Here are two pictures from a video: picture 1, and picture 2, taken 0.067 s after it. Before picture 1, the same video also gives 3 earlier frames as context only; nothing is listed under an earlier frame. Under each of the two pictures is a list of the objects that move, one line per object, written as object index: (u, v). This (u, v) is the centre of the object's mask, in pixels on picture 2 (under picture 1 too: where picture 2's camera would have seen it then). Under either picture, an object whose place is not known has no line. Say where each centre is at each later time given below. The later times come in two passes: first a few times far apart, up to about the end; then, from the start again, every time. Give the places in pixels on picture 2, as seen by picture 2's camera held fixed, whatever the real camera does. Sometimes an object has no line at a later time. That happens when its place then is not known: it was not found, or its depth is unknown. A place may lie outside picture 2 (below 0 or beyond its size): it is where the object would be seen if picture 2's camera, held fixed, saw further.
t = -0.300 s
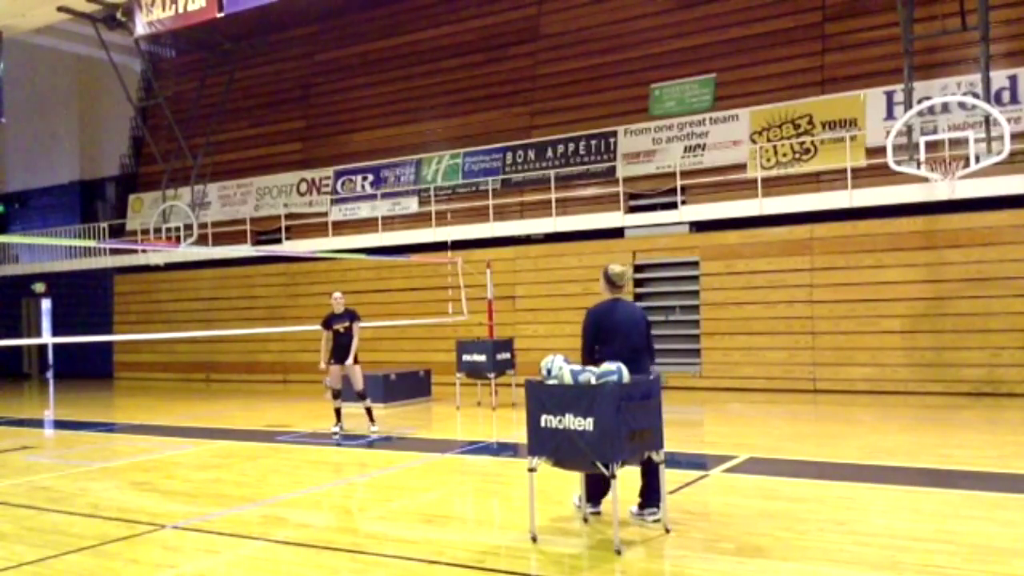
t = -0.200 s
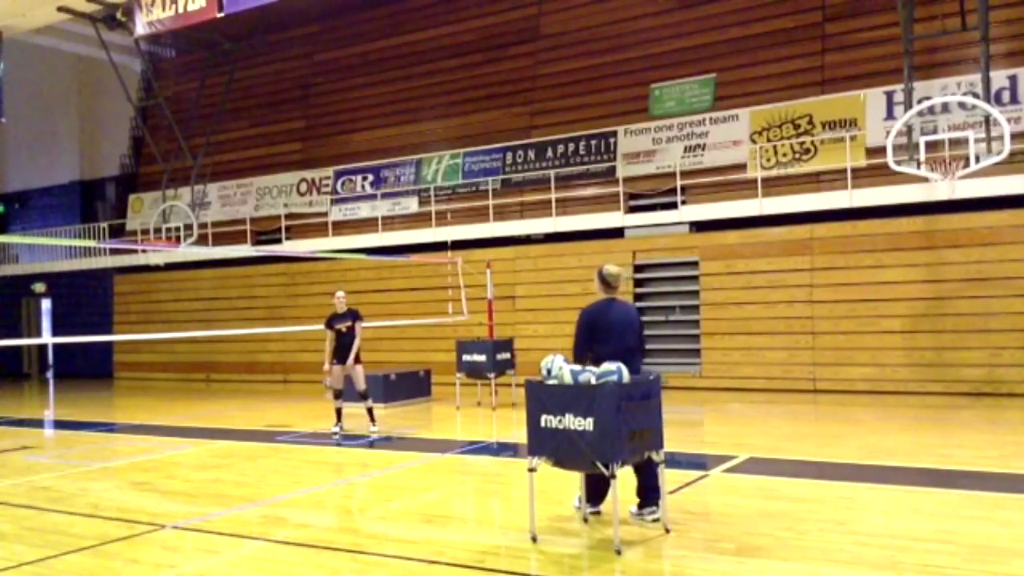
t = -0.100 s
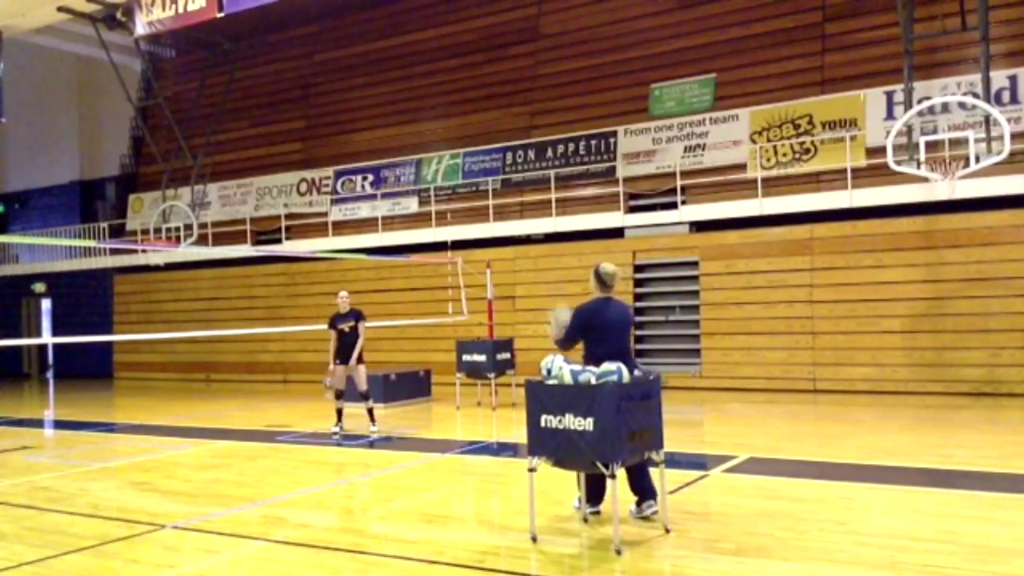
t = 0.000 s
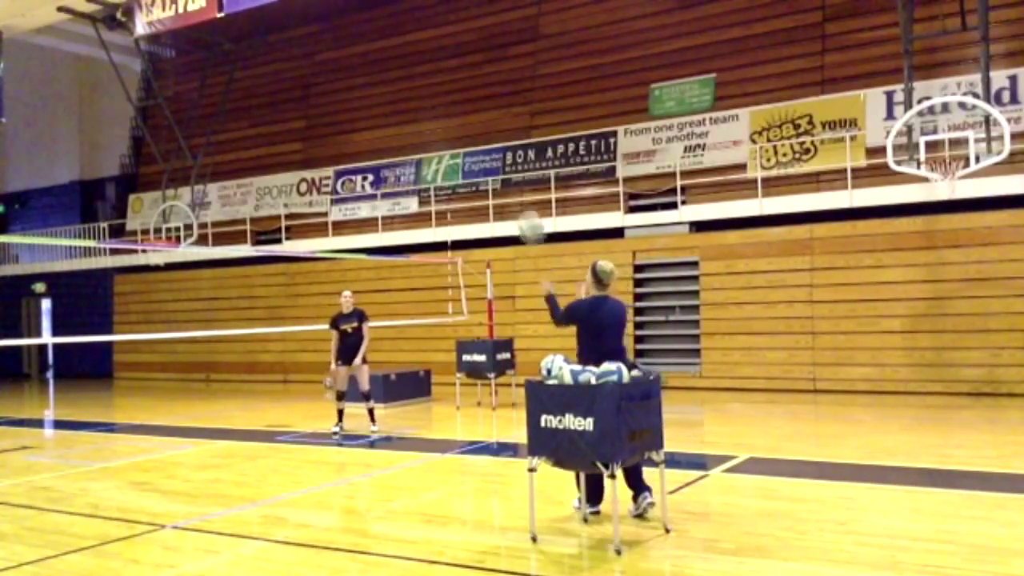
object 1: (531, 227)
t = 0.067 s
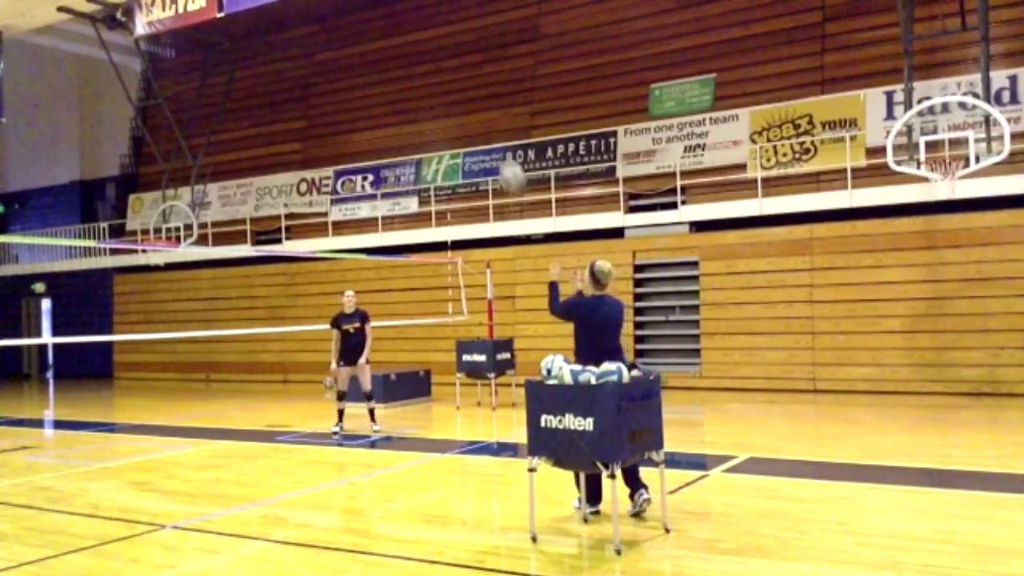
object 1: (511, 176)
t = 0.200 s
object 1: (477, 98)
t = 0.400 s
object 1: (432, 33)
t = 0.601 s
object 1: (395, 16)
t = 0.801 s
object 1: (363, 40)
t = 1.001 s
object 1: (337, 97)
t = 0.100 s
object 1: (502, 153)
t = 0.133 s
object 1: (493, 132)
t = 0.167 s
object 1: (485, 115)
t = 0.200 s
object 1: (477, 98)
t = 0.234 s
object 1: (469, 84)
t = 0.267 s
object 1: (461, 71)
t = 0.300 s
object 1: (453, 59)
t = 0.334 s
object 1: (446, 49)
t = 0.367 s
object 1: (439, 40)
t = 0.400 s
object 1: (432, 33)
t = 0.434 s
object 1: (425, 27)
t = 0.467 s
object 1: (419, 22)
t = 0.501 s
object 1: (412, 19)
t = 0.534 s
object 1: (406, 17)
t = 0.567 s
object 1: (400, 16)
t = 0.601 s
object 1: (395, 16)
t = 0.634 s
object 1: (389, 17)
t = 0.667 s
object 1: (383, 20)
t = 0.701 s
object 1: (378, 23)
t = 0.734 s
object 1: (373, 28)
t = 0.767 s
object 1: (368, 33)
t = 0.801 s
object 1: (363, 40)
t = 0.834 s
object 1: (358, 47)
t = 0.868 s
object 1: (354, 55)
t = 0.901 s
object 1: (349, 64)
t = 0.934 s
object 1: (345, 74)
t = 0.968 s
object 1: (341, 85)
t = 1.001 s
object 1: (337, 97)
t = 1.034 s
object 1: (333, 109)
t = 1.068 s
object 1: (329, 123)
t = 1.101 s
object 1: (326, 136)
